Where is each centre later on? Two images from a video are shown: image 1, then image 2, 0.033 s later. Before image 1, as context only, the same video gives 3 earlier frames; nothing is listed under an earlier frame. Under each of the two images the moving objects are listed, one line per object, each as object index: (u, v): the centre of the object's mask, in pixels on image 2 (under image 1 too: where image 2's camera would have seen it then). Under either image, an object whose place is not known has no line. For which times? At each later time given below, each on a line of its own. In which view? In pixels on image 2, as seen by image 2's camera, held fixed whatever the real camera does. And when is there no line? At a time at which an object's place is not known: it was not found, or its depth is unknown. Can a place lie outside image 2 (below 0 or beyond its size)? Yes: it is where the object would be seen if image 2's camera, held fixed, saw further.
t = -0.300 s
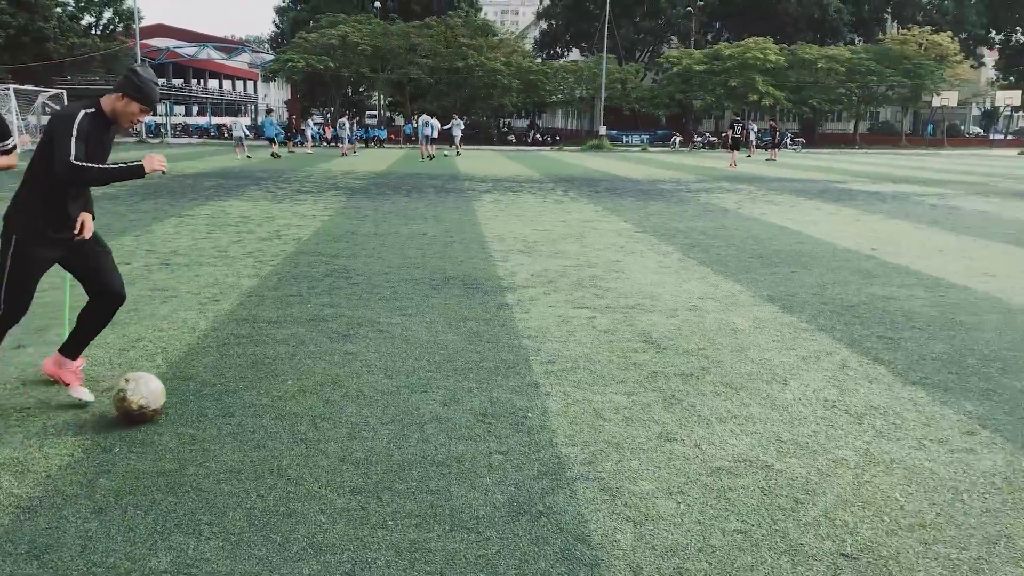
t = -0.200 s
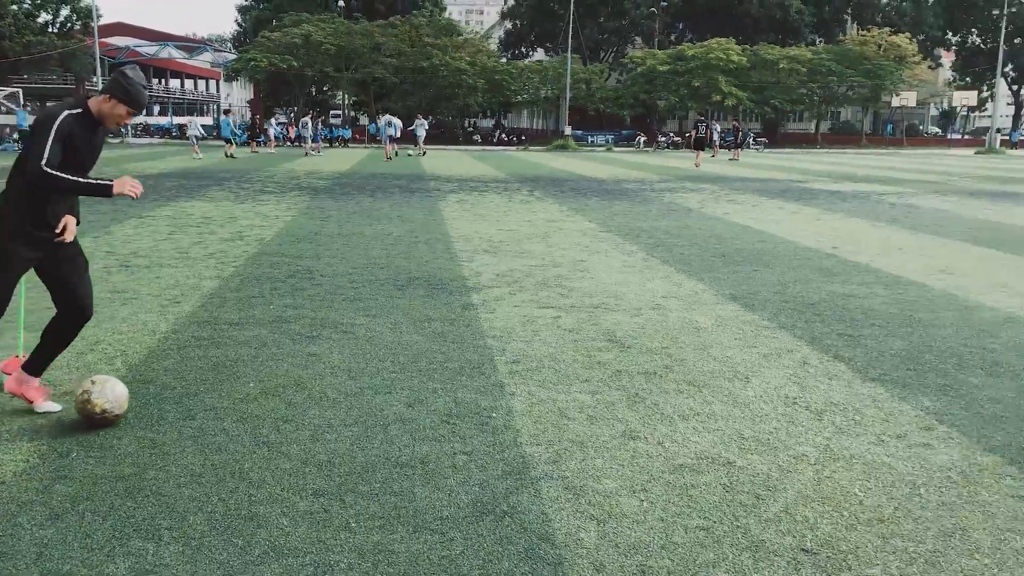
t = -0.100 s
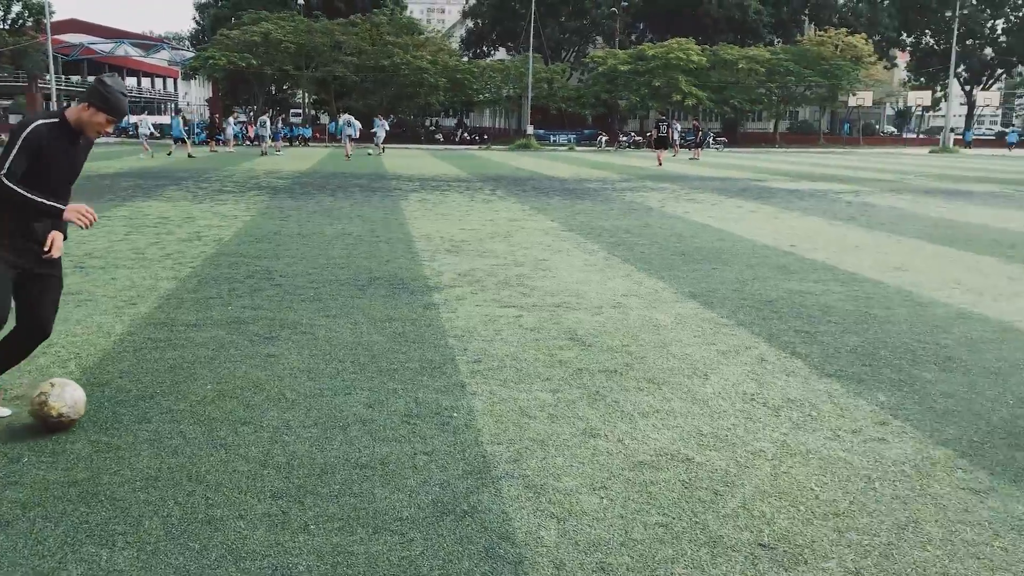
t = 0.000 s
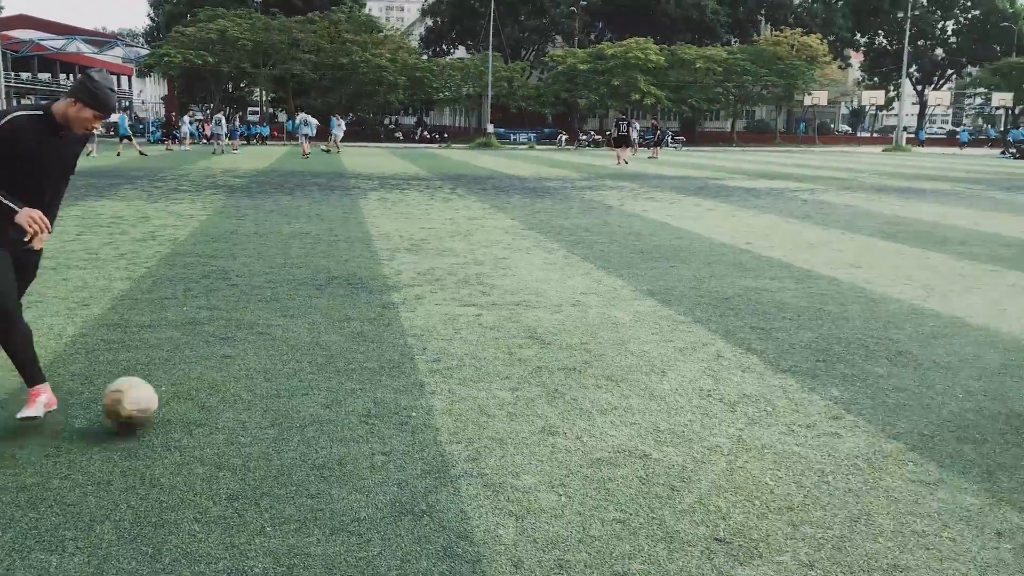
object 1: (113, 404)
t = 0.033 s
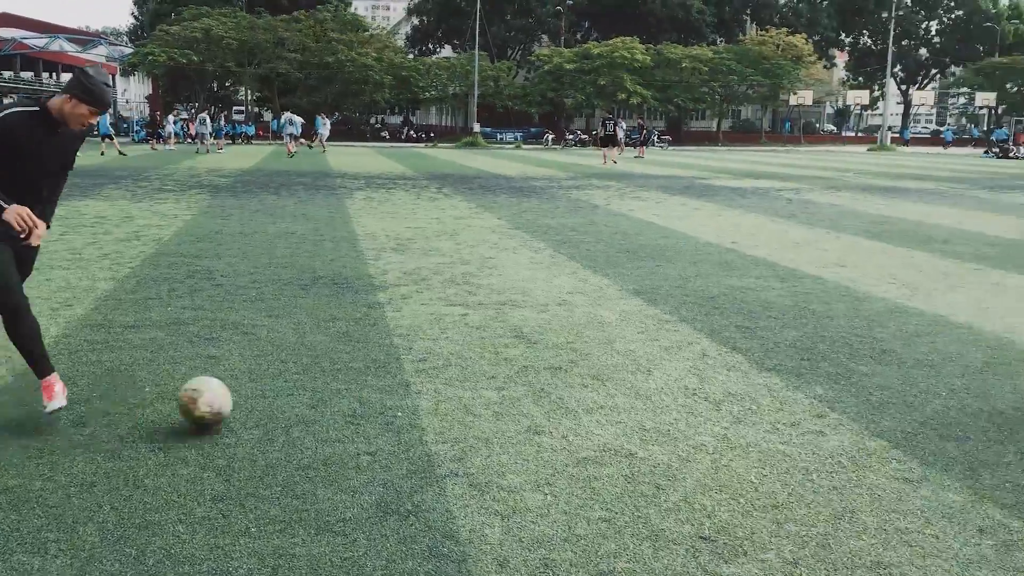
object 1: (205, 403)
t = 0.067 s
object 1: (295, 404)
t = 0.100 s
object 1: (379, 402)
